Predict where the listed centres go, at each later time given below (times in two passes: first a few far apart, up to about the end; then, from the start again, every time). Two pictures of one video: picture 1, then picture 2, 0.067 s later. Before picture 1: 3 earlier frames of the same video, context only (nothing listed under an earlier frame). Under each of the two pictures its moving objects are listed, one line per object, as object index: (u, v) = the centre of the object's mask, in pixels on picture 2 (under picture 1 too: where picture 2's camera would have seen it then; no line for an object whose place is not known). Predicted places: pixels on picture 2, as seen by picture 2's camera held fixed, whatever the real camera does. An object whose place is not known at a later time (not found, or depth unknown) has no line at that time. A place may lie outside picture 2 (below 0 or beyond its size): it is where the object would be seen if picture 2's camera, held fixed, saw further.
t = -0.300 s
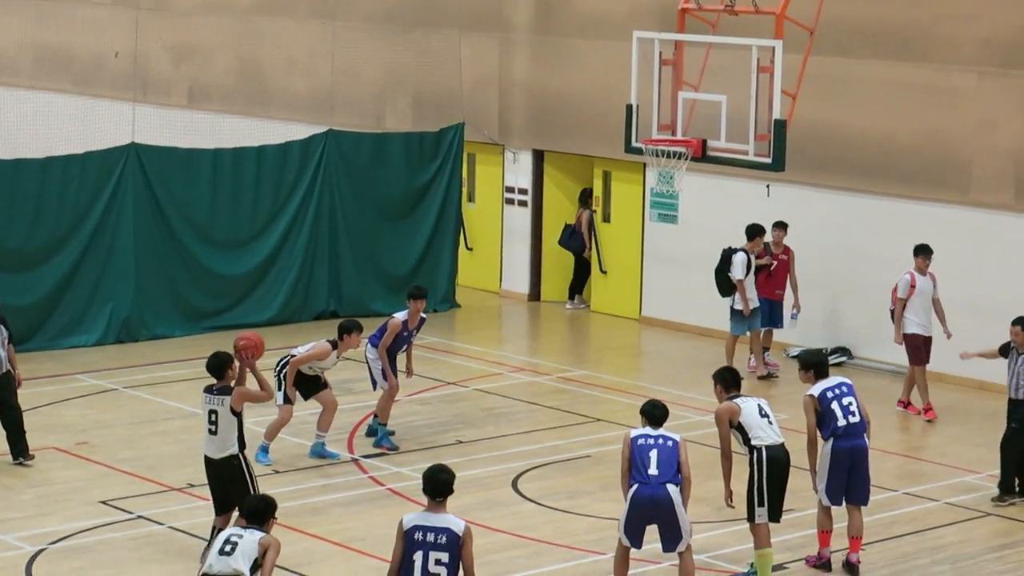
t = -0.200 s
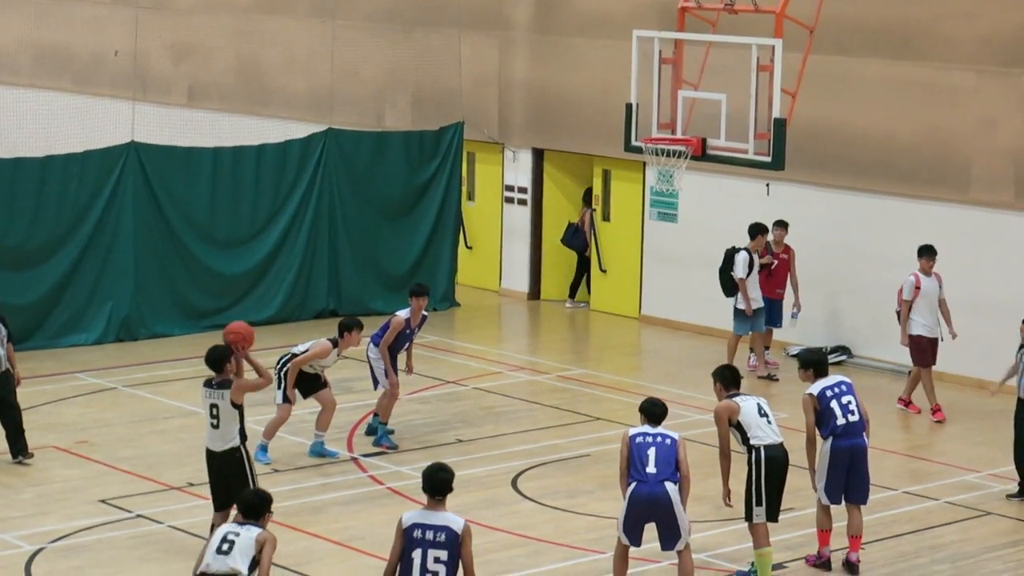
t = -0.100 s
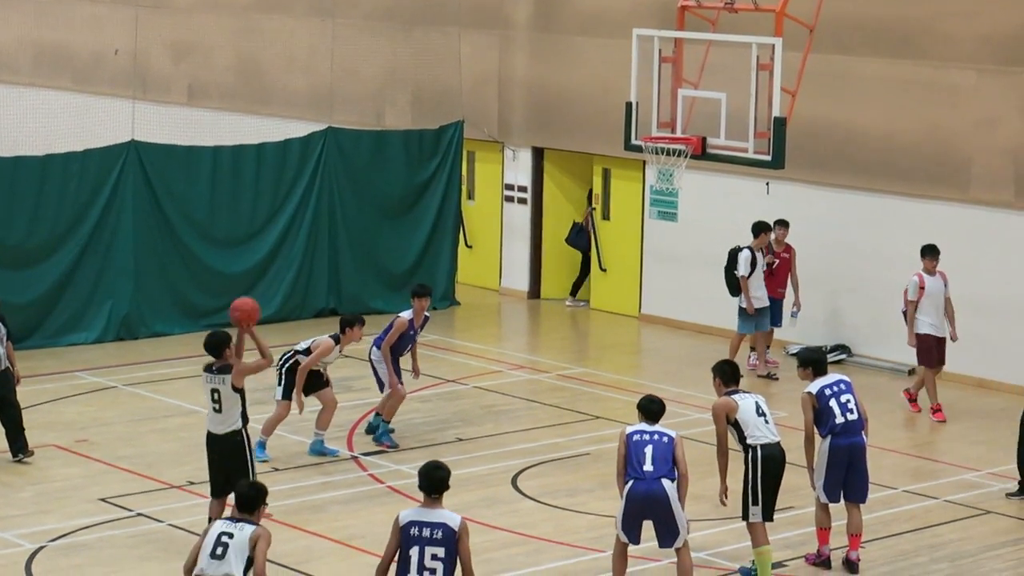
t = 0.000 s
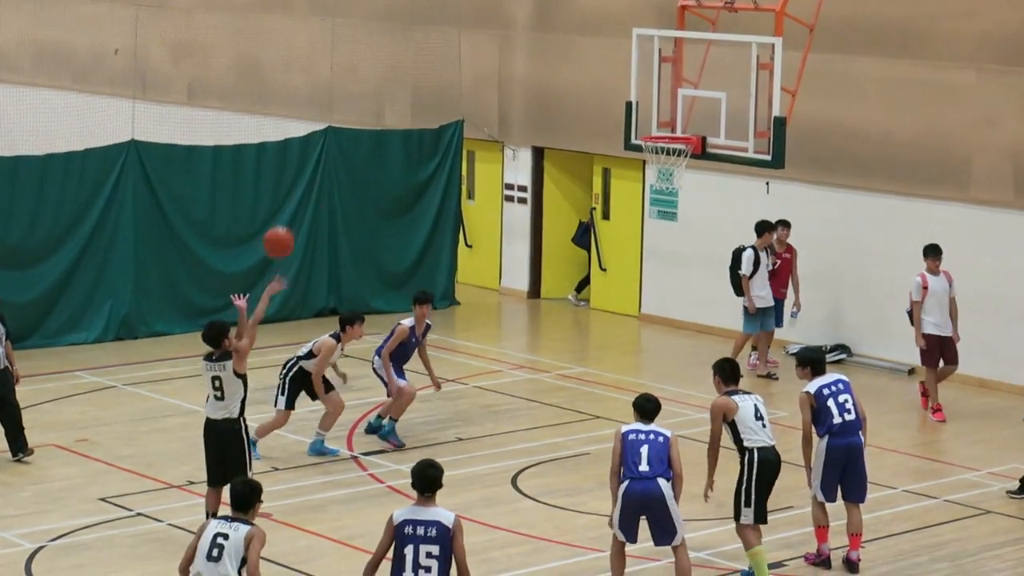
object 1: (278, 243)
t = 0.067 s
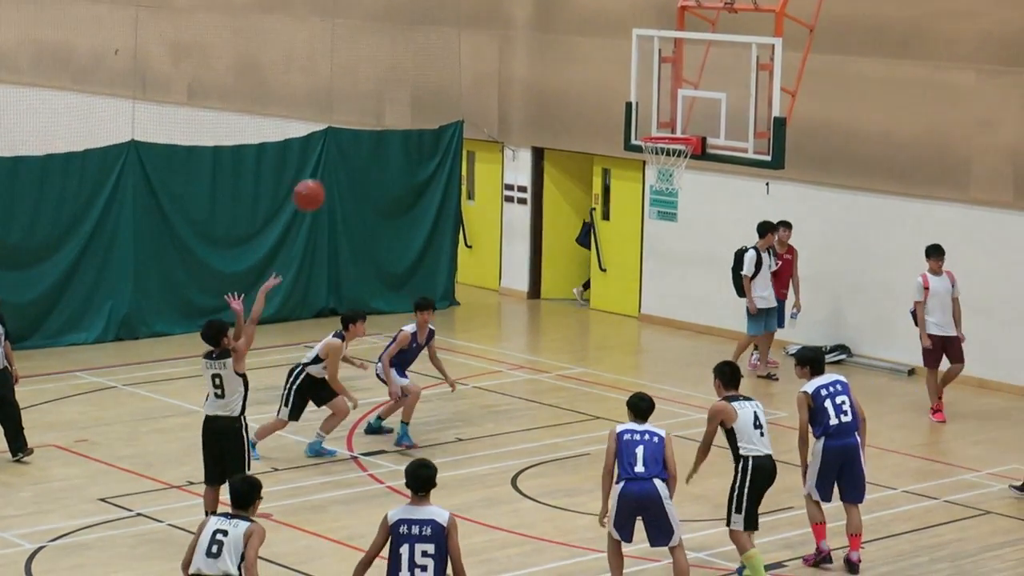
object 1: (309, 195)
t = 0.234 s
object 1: (383, 102)
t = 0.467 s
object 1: (481, 31)
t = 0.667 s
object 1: (559, 23)
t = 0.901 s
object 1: (643, 72)
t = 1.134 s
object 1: (693, 85)
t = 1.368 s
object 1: (693, 40)
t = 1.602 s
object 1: (689, 58)
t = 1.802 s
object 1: (684, 124)
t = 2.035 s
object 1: (655, 165)
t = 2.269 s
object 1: (662, 237)
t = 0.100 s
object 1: (324, 173)
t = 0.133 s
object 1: (339, 153)
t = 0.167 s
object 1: (354, 135)
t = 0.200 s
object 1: (369, 117)
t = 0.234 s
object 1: (383, 102)
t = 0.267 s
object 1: (397, 88)
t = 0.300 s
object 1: (412, 75)
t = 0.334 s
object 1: (426, 63)
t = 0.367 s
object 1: (440, 53)
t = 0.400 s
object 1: (453, 44)
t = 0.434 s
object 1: (467, 37)
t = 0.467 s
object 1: (481, 31)
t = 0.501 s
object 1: (494, 27)
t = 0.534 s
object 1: (507, 24)
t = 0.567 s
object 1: (521, 21)
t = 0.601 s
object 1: (533, 21)
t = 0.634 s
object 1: (547, 22)
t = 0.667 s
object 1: (559, 23)
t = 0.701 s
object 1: (571, 27)
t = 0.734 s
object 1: (584, 31)
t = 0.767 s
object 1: (596, 38)
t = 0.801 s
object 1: (608, 44)
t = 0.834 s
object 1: (620, 52)
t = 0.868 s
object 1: (632, 62)
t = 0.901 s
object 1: (643, 72)
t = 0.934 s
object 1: (655, 84)
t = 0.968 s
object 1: (666, 98)
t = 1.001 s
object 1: (677, 111)
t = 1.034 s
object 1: (688, 126)
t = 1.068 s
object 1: (690, 113)
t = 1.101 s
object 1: (691, 98)
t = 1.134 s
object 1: (693, 85)
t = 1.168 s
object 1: (694, 73)
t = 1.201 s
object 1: (694, 63)
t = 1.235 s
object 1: (694, 56)
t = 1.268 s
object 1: (694, 50)
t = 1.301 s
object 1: (693, 45)
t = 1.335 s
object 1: (693, 42)
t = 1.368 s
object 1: (693, 40)
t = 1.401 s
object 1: (692, 39)
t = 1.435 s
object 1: (692, 39)
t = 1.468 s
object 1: (691, 41)
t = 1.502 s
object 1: (690, 43)
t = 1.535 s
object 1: (690, 46)
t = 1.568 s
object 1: (689, 52)
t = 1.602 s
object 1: (689, 58)
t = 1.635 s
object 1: (688, 66)
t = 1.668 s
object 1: (687, 75)
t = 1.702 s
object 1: (686, 85)
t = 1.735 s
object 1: (686, 97)
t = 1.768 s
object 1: (684, 109)
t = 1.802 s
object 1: (684, 124)
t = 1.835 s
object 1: (679, 132)
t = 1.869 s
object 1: (673, 131)
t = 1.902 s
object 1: (665, 133)
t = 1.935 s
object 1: (657, 145)
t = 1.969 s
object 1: (653, 154)
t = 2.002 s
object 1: (654, 157)
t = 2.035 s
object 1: (655, 165)
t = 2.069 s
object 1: (655, 173)
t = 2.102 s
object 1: (658, 182)
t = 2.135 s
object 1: (658, 191)
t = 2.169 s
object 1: (659, 199)
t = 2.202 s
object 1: (660, 211)
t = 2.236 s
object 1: (661, 223)
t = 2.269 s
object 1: (662, 237)
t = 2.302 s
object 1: (663, 252)
